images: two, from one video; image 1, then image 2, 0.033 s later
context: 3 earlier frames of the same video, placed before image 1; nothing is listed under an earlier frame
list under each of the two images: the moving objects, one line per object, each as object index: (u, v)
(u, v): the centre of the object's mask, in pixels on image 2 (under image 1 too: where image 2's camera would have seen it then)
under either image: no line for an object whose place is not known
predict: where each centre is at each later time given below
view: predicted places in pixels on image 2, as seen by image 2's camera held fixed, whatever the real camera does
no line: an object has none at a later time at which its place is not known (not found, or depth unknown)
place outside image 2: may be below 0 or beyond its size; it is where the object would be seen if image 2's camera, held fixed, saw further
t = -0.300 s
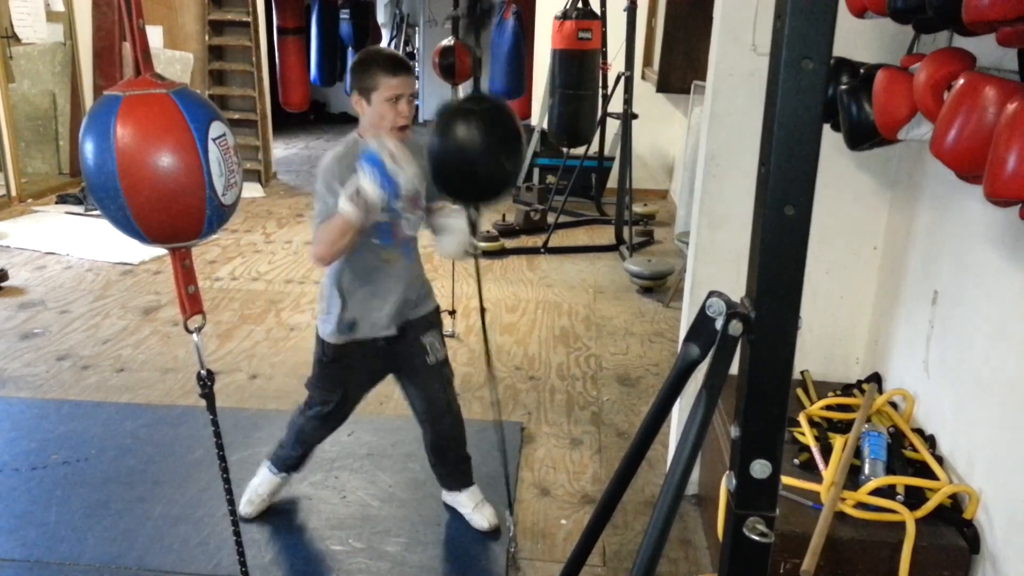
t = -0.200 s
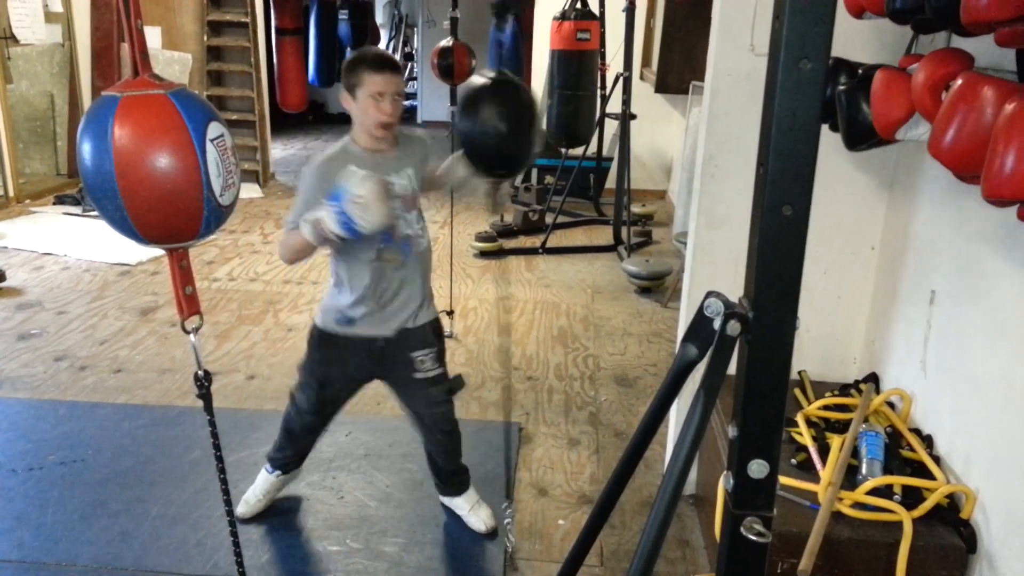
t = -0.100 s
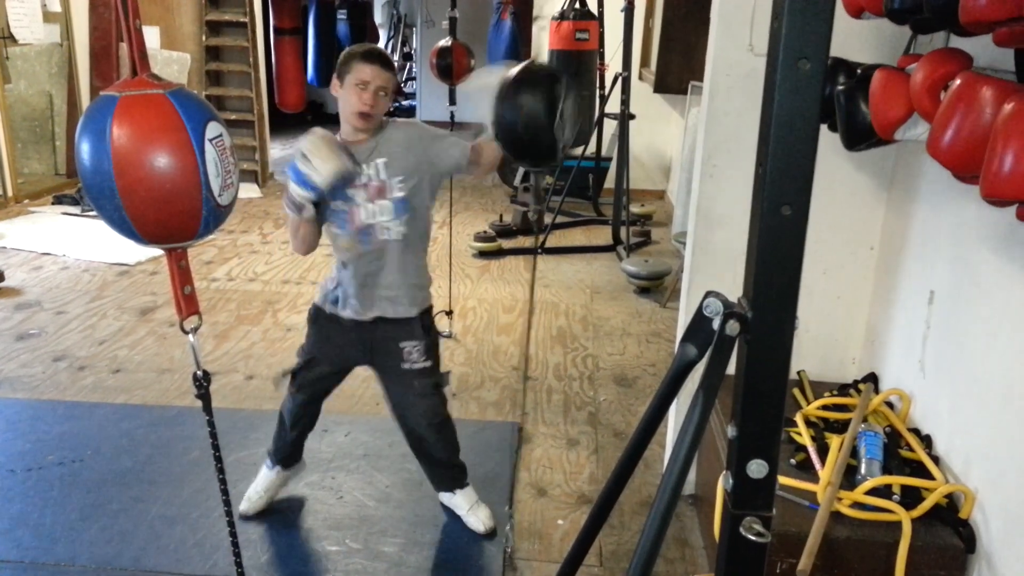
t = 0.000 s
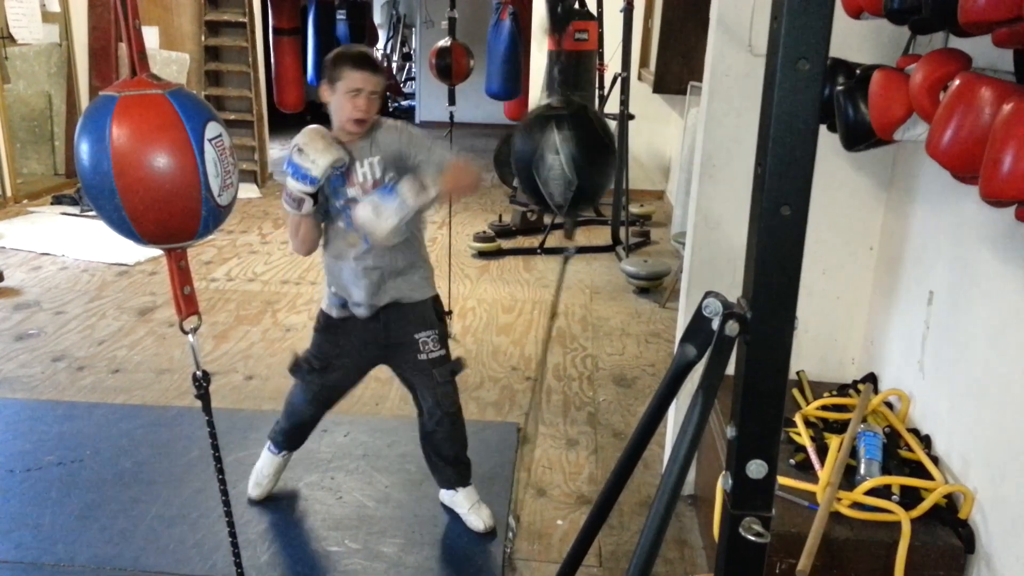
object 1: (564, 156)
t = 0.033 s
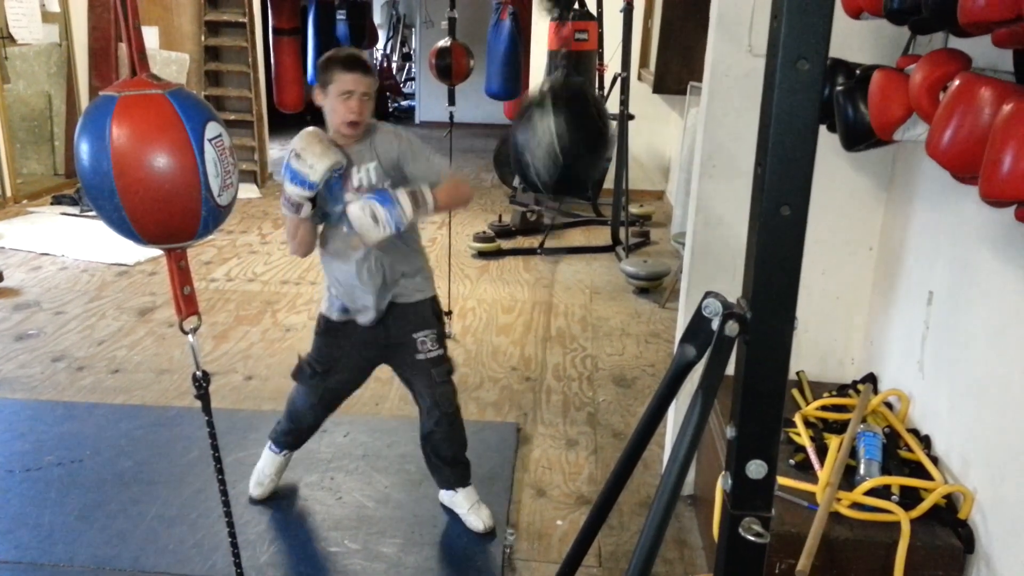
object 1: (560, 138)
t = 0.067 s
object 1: (547, 134)
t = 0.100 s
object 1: (533, 132)
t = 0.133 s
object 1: (526, 126)
